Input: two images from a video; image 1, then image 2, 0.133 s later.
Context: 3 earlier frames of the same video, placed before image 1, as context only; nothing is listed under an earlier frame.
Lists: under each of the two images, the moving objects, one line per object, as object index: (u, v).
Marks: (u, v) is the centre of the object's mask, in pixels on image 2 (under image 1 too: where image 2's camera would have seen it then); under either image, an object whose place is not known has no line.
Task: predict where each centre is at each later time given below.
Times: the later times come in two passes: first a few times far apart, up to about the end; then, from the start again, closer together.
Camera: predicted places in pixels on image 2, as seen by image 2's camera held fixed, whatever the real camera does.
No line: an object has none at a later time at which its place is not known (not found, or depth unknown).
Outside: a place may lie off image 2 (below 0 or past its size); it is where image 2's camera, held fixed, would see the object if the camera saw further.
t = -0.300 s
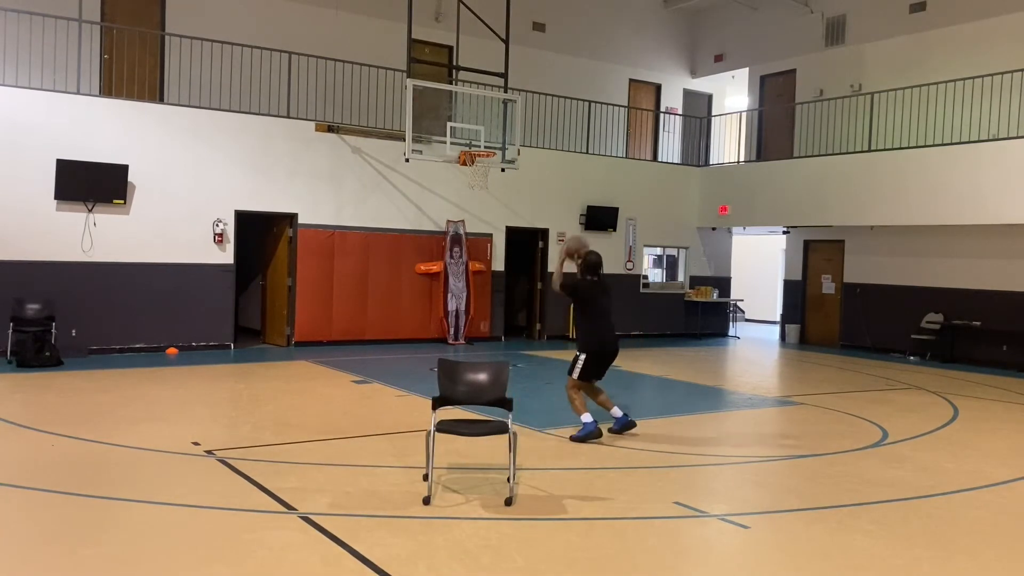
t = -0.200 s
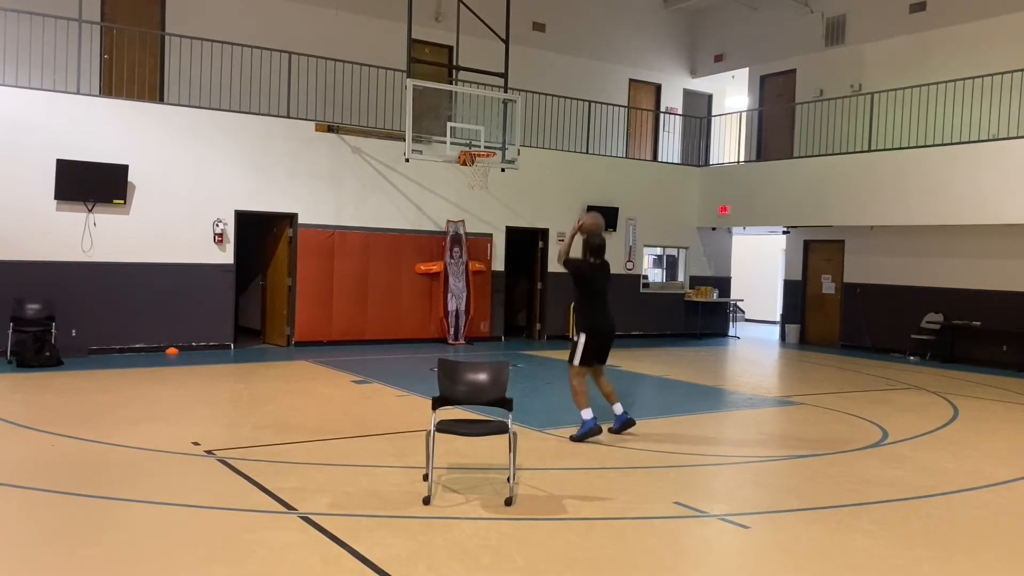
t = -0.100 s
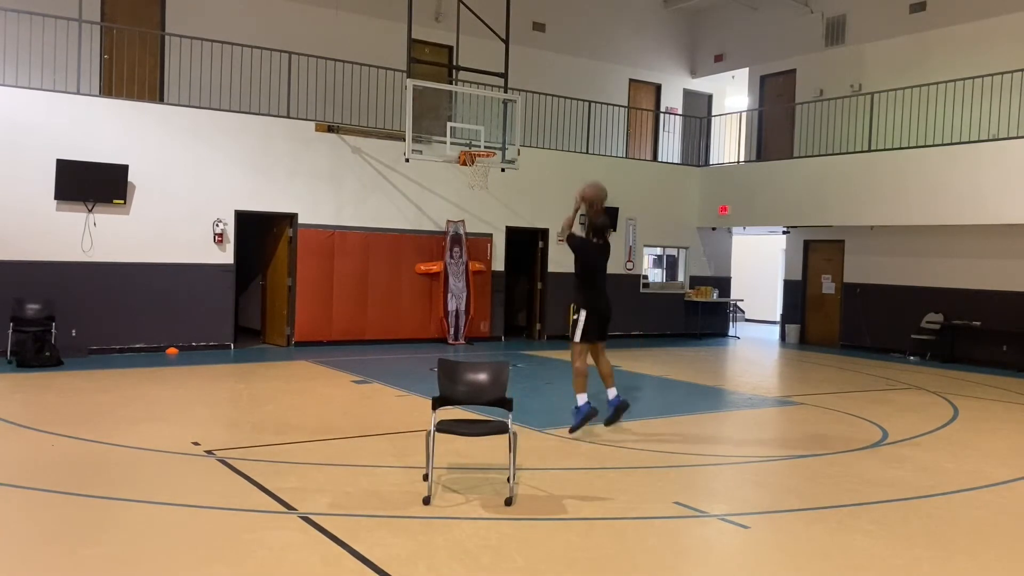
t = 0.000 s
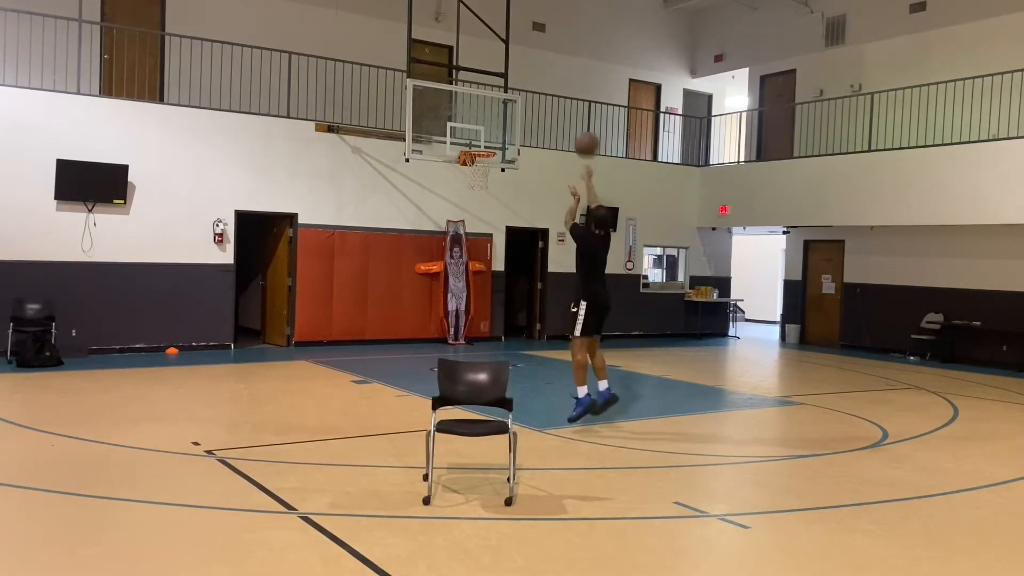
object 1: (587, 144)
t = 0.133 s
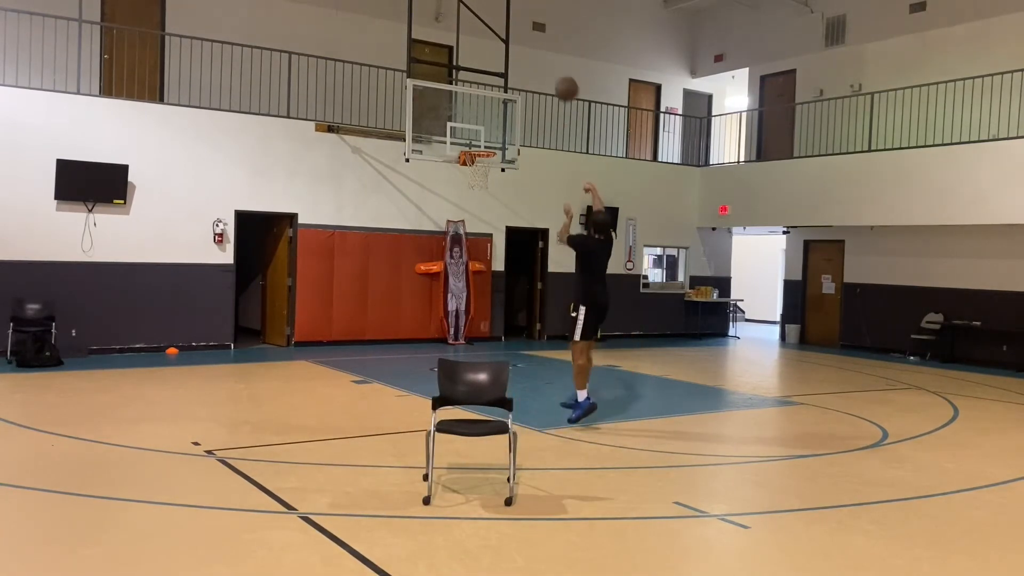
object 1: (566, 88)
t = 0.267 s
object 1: (549, 58)
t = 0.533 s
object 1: (519, 52)
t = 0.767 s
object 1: (496, 92)
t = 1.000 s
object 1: (480, 161)
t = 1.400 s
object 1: (459, 319)
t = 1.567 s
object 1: (452, 333)
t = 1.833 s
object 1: (451, 258)
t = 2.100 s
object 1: (446, 235)
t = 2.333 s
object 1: (440, 261)
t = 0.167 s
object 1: (562, 79)
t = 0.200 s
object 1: (558, 71)
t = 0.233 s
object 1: (553, 64)
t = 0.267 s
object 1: (549, 58)
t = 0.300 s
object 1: (545, 54)
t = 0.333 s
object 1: (541, 51)
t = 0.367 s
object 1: (537, 49)
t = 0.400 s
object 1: (533, 48)
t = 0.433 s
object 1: (529, 47)
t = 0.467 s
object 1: (526, 48)
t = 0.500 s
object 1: (522, 50)
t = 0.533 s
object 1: (519, 52)
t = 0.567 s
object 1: (515, 56)
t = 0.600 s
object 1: (512, 60)
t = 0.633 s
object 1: (509, 65)
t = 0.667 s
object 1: (506, 70)
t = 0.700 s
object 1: (503, 77)
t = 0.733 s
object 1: (500, 84)
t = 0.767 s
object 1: (496, 92)
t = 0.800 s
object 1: (494, 100)
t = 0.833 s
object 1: (490, 110)
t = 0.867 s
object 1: (487, 119)
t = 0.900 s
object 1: (485, 129)
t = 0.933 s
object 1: (482, 139)
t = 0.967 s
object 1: (479, 147)
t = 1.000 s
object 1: (480, 161)
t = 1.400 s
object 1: (459, 319)
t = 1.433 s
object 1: (457, 337)
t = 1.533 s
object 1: (454, 346)
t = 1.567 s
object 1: (452, 333)
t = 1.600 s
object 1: (452, 321)
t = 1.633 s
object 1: (452, 310)
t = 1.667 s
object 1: (452, 299)
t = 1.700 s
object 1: (452, 290)
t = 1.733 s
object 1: (452, 281)
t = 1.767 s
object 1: (452, 272)
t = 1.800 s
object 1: (451, 265)
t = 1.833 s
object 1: (451, 258)
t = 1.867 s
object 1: (451, 252)
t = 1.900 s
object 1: (450, 248)
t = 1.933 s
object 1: (449, 243)
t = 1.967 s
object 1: (449, 239)
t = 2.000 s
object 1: (448, 238)
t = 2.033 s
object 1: (447, 236)
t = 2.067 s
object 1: (447, 235)
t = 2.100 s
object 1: (446, 235)
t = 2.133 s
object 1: (446, 235)
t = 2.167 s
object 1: (445, 238)
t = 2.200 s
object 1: (445, 240)
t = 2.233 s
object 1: (443, 244)
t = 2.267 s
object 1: (442, 249)
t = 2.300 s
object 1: (441, 255)
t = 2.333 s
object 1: (440, 261)
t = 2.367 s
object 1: (439, 270)
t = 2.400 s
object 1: (438, 279)
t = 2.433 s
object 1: (437, 288)
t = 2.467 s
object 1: (436, 299)
